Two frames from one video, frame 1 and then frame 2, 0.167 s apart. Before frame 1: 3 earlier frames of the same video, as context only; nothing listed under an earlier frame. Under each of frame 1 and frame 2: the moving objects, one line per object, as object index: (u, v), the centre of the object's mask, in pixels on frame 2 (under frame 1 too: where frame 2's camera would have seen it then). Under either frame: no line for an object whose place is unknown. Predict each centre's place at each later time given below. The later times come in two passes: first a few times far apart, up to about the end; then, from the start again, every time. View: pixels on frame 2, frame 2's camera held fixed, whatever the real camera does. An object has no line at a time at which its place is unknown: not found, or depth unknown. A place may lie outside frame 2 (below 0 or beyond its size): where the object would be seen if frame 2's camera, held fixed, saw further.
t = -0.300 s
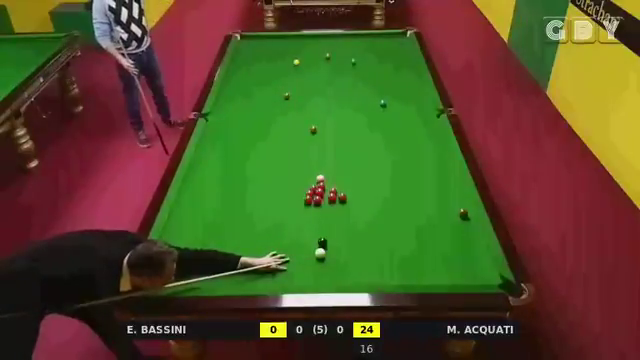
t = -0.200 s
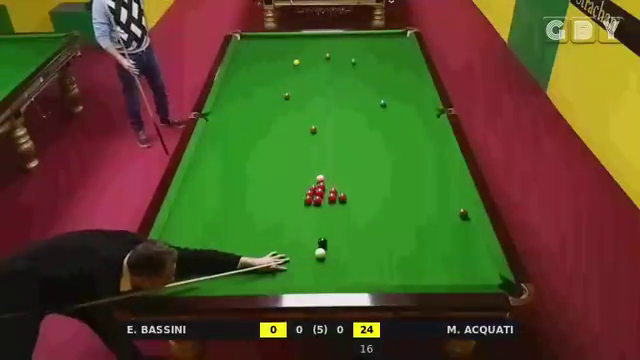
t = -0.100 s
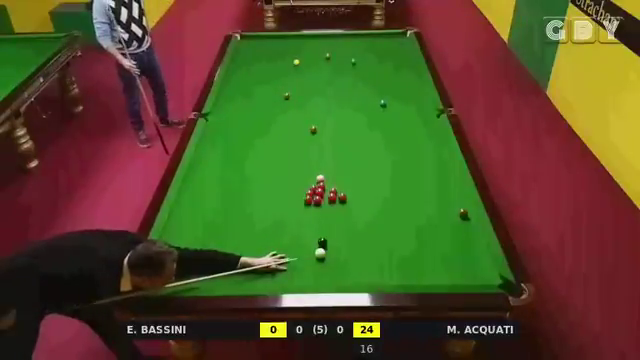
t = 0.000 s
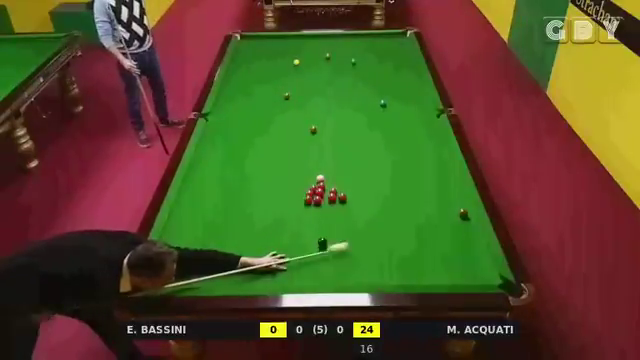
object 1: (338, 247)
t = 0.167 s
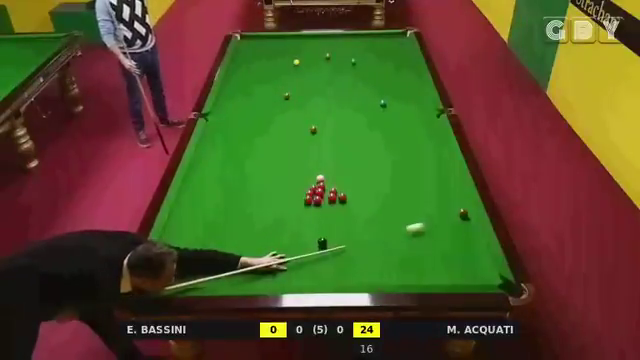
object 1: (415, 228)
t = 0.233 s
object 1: (441, 221)
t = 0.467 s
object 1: (462, 229)
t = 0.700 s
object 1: (439, 239)
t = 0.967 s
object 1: (413, 252)
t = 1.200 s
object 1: (390, 263)
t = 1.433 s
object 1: (367, 274)
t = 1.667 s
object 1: (345, 279)
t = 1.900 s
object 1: (327, 274)
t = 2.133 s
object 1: (311, 268)
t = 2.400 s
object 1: (294, 262)
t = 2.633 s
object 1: (280, 257)
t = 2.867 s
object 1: (267, 253)
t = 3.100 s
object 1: (256, 249)
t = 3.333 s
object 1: (245, 246)
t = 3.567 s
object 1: (235, 243)
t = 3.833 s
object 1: (226, 241)
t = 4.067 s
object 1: (218, 238)
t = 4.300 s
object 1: (211, 237)
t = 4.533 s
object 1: (205, 236)
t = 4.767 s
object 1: (200, 235)
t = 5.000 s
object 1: (196, 234)
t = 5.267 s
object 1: (193, 233)
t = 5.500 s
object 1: (191, 233)
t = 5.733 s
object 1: (190, 232)
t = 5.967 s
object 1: (190, 232)
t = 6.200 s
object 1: (190, 232)
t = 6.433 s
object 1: (190, 232)
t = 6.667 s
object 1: (190, 232)
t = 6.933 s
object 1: (190, 232)
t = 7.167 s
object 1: (190, 233)
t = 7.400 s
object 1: (190, 233)
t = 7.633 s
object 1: (190, 233)
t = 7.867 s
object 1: (190, 233)
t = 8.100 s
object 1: (190, 233)
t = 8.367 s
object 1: (190, 233)
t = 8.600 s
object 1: (190, 233)
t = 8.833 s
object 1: (190, 233)
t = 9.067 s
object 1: (190, 233)
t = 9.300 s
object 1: (190, 233)
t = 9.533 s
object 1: (190, 233)
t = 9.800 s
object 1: (190, 232)
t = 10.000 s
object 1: (190, 232)
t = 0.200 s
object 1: (429, 225)
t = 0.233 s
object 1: (441, 221)
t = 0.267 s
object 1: (453, 218)
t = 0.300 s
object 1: (462, 219)
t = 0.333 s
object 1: (468, 221)
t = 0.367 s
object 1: (473, 223)
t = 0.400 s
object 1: (470, 225)
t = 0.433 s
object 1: (466, 227)
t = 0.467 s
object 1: (462, 229)
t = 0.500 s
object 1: (458, 230)
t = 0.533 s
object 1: (455, 232)
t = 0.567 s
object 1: (452, 233)
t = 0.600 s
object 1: (449, 235)
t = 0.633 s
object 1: (445, 237)
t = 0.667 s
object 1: (442, 238)
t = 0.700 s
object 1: (439, 239)
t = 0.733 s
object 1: (435, 241)
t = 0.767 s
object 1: (432, 242)
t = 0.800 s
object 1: (429, 244)
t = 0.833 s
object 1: (426, 246)
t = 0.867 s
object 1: (423, 248)
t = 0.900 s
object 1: (420, 249)
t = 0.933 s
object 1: (416, 251)
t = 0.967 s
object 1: (413, 252)
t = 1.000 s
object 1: (410, 254)
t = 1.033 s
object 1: (407, 255)
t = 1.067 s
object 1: (403, 257)
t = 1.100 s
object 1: (400, 258)
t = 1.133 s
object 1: (397, 260)
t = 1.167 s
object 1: (394, 262)
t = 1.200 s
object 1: (390, 263)
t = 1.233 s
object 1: (387, 265)
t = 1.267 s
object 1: (384, 267)
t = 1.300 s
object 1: (380, 268)
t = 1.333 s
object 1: (377, 270)
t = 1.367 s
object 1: (374, 271)
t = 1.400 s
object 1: (370, 273)
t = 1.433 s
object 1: (367, 274)
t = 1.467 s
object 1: (364, 276)
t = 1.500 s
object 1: (360, 277)
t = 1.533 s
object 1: (357, 278)
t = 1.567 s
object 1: (354, 279)
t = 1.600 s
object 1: (350, 280)
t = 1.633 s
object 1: (348, 280)
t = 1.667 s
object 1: (345, 279)
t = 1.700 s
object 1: (342, 278)
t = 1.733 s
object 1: (340, 278)
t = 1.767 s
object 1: (337, 277)
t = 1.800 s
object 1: (335, 276)
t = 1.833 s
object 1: (333, 275)
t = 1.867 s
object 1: (330, 274)
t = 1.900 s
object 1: (327, 274)
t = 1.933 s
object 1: (325, 273)
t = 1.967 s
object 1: (323, 272)
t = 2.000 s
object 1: (320, 271)
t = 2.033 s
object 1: (318, 270)
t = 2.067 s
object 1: (315, 269)
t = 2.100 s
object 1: (313, 268)
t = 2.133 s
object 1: (311, 268)
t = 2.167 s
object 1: (309, 267)
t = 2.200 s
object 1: (306, 266)
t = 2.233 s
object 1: (304, 265)
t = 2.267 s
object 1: (302, 264)
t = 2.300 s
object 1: (300, 264)
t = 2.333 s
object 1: (298, 263)
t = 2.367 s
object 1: (295, 263)
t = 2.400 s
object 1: (294, 262)
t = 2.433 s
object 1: (291, 261)
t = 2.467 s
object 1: (290, 260)
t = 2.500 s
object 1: (287, 259)
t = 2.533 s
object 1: (286, 259)
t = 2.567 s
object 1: (284, 258)
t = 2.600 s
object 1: (282, 258)
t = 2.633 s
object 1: (280, 257)
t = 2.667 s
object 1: (278, 256)
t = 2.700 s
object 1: (276, 256)
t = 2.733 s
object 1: (274, 255)
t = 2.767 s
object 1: (272, 254)
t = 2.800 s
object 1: (271, 254)
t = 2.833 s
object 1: (269, 254)
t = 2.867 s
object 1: (267, 253)
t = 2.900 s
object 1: (265, 252)
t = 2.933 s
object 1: (264, 252)
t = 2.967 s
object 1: (262, 251)
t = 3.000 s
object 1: (260, 251)
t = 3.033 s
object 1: (259, 250)
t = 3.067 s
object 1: (257, 250)
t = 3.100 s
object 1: (256, 249)
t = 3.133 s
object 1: (254, 249)
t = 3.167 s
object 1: (253, 248)
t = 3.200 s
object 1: (251, 248)
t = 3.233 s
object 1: (249, 248)
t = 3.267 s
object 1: (248, 247)
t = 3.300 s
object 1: (246, 246)
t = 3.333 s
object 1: (245, 246)
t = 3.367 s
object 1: (243, 245)
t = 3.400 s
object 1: (242, 245)
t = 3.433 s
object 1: (241, 245)
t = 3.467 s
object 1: (239, 244)
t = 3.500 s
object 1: (238, 244)
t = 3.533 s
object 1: (237, 244)
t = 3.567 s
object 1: (235, 243)
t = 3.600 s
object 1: (234, 243)
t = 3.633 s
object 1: (233, 243)
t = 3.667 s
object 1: (232, 242)
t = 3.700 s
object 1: (230, 242)
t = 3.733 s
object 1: (229, 242)
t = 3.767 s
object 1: (228, 241)
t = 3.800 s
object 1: (227, 241)
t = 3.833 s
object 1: (226, 241)
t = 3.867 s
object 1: (224, 241)
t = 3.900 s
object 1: (223, 240)
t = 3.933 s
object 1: (222, 240)
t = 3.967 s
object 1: (221, 240)
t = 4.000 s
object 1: (220, 239)
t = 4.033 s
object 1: (219, 239)
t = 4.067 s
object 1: (218, 238)
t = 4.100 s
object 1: (217, 239)
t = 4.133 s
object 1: (216, 238)
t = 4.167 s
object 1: (215, 238)
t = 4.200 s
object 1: (214, 238)
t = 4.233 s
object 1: (213, 238)
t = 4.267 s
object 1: (212, 237)
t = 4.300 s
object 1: (211, 237)
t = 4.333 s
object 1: (210, 237)
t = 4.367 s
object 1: (209, 237)
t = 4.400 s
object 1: (209, 237)
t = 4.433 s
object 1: (208, 237)
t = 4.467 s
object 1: (207, 236)
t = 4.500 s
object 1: (206, 236)
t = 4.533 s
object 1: (205, 236)
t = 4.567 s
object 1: (205, 236)
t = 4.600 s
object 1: (204, 236)
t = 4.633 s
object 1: (203, 235)
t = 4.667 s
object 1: (202, 236)
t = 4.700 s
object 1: (202, 235)
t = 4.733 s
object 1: (201, 235)
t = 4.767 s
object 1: (200, 235)
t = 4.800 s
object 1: (200, 235)
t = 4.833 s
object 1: (199, 235)
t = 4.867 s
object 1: (199, 235)
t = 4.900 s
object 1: (198, 235)
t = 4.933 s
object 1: (198, 234)
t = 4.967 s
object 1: (197, 234)
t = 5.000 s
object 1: (196, 234)
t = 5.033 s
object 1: (196, 234)
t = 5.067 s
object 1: (196, 234)
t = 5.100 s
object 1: (195, 234)
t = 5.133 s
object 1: (195, 234)
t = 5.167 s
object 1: (194, 234)
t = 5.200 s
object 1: (194, 234)
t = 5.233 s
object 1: (193, 234)
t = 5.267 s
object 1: (193, 233)
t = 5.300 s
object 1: (193, 233)
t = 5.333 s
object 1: (192, 233)
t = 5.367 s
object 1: (192, 233)
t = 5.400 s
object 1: (192, 233)
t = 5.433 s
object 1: (192, 233)
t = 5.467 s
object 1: (191, 233)
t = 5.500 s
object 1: (191, 233)
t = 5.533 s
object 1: (191, 233)
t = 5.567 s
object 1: (191, 233)
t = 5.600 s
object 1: (191, 233)
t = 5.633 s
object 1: (190, 232)
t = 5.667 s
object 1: (190, 232)
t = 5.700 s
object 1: (190, 232)
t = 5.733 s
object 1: (190, 232)
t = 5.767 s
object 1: (190, 232)
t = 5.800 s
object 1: (190, 232)
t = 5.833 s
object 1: (190, 232)
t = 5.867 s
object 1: (190, 232)
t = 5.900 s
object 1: (190, 232)
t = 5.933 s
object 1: (190, 232)
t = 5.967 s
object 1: (190, 232)
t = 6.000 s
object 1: (190, 232)
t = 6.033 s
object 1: (190, 232)
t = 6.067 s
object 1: (190, 232)
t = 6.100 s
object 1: (190, 232)
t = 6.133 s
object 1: (190, 232)
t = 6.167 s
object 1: (190, 232)
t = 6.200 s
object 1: (190, 232)
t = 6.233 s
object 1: (190, 232)
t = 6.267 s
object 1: (190, 232)
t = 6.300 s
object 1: (190, 232)
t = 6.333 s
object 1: (190, 232)
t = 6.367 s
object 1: (190, 232)
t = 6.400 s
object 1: (190, 232)
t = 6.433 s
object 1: (190, 232)
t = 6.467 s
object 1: (190, 232)
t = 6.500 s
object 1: (190, 232)
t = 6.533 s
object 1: (190, 232)
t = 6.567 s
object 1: (190, 232)
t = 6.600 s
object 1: (190, 232)
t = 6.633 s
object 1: (190, 232)
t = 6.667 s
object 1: (190, 232)
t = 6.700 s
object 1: (190, 232)
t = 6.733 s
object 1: (190, 232)
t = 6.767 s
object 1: (190, 232)
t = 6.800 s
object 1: (190, 232)
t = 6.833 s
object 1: (190, 232)
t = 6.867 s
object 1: (190, 232)
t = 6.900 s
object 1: (190, 232)
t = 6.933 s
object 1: (190, 232)
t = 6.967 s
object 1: (190, 232)
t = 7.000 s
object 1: (190, 232)
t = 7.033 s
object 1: (190, 233)
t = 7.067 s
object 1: (190, 233)
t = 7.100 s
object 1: (190, 233)
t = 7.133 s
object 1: (190, 233)
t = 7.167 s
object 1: (190, 233)
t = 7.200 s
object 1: (190, 233)
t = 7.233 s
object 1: (190, 233)
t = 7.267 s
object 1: (190, 233)
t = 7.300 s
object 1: (190, 233)
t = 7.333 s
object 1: (190, 233)
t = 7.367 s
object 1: (190, 233)
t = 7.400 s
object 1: (190, 233)
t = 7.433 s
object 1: (190, 233)
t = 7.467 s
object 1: (190, 233)
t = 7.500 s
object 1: (190, 233)
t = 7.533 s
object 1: (190, 233)
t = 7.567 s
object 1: (190, 233)
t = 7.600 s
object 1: (190, 232)
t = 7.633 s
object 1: (190, 233)
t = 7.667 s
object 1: (190, 233)
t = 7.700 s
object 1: (190, 233)
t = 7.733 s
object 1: (190, 233)
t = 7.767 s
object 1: (190, 233)
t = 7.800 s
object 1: (190, 233)
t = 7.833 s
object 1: (190, 233)
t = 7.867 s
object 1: (190, 233)
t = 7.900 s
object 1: (190, 233)
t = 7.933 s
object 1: (190, 233)
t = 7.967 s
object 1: (190, 233)
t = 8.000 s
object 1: (190, 233)
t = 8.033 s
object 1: (190, 233)
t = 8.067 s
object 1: (190, 233)
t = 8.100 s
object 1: (190, 233)
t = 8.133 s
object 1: (190, 233)
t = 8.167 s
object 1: (190, 233)
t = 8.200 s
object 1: (190, 233)
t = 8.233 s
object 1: (190, 233)
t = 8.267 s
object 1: (190, 233)
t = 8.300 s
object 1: (190, 233)
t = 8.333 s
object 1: (190, 233)
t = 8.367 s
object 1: (190, 233)
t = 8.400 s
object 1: (190, 233)
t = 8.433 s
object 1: (190, 233)
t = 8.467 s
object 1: (190, 233)
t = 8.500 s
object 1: (190, 233)
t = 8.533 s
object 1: (190, 233)
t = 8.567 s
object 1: (190, 233)
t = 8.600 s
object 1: (190, 233)
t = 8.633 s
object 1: (190, 233)
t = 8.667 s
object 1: (190, 233)
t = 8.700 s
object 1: (190, 233)
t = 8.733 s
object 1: (190, 233)
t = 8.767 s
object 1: (190, 233)
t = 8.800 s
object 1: (190, 233)
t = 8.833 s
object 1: (190, 233)
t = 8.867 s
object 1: (190, 233)
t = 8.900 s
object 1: (190, 233)
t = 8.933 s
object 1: (190, 233)
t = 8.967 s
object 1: (190, 233)
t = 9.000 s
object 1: (190, 233)
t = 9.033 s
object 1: (190, 233)
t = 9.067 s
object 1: (190, 233)
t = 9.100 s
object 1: (190, 233)
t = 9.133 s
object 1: (190, 233)
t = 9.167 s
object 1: (190, 233)
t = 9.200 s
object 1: (190, 233)
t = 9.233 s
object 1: (190, 233)
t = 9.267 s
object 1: (190, 233)
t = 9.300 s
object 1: (190, 233)
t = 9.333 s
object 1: (190, 233)
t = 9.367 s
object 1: (190, 233)
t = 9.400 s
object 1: (190, 233)
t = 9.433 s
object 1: (190, 233)
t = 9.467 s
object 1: (190, 233)
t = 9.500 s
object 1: (190, 233)
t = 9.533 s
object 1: (190, 233)
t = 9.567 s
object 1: (190, 233)
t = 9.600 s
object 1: (190, 232)
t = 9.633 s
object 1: (190, 232)
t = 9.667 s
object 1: (190, 232)
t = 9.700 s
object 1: (190, 232)
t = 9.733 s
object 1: (190, 232)
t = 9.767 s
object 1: (190, 232)
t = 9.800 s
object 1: (190, 232)
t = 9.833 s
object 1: (190, 232)
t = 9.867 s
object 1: (190, 232)
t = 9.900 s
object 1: (190, 232)
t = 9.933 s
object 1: (190, 232)
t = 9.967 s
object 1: (190, 232)
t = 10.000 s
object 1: (190, 232)
